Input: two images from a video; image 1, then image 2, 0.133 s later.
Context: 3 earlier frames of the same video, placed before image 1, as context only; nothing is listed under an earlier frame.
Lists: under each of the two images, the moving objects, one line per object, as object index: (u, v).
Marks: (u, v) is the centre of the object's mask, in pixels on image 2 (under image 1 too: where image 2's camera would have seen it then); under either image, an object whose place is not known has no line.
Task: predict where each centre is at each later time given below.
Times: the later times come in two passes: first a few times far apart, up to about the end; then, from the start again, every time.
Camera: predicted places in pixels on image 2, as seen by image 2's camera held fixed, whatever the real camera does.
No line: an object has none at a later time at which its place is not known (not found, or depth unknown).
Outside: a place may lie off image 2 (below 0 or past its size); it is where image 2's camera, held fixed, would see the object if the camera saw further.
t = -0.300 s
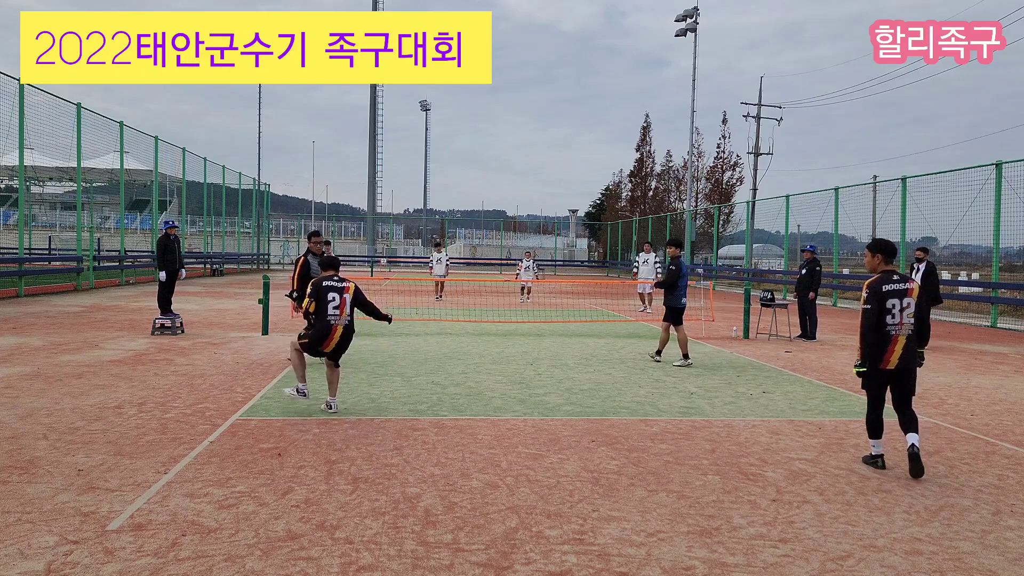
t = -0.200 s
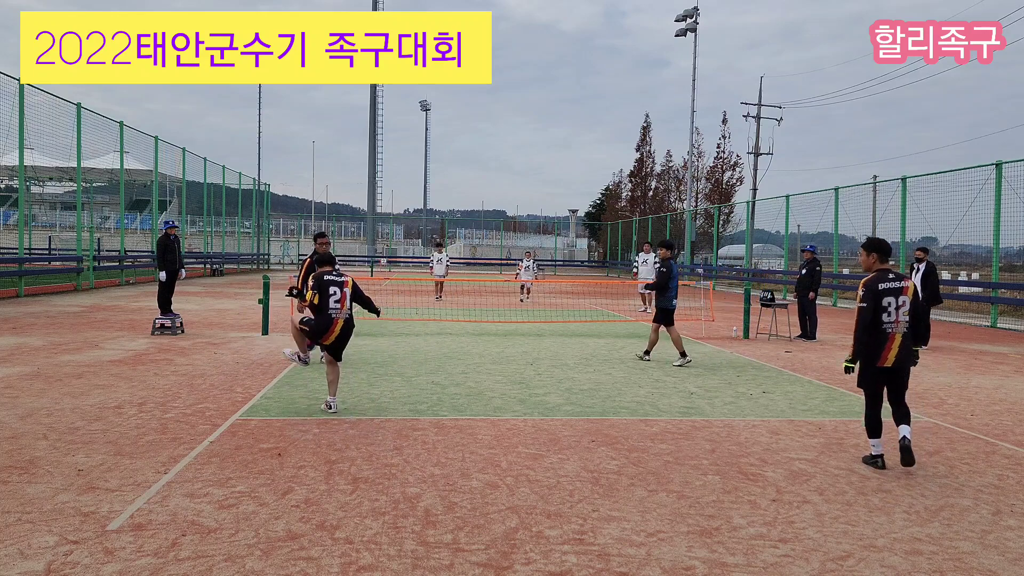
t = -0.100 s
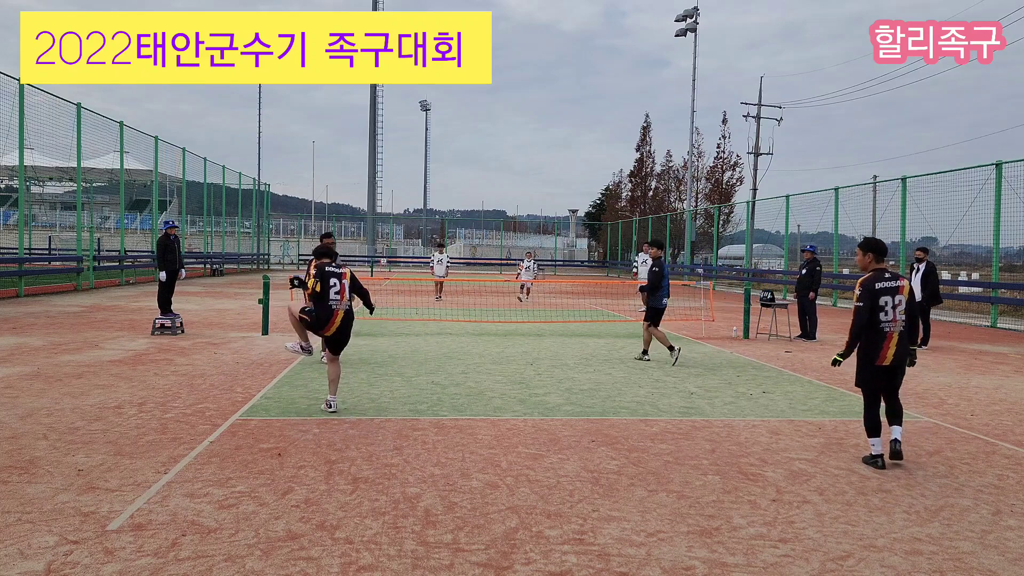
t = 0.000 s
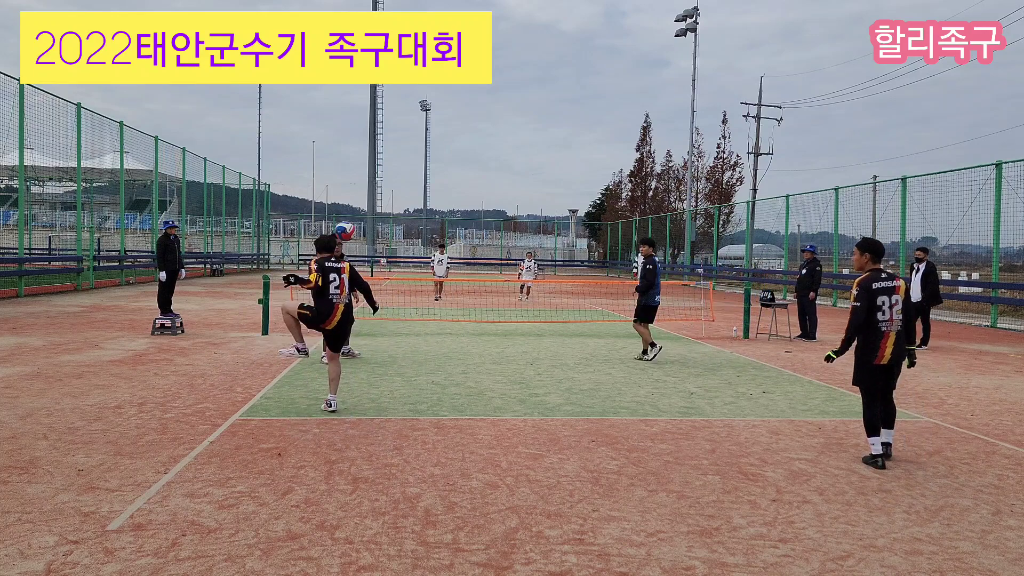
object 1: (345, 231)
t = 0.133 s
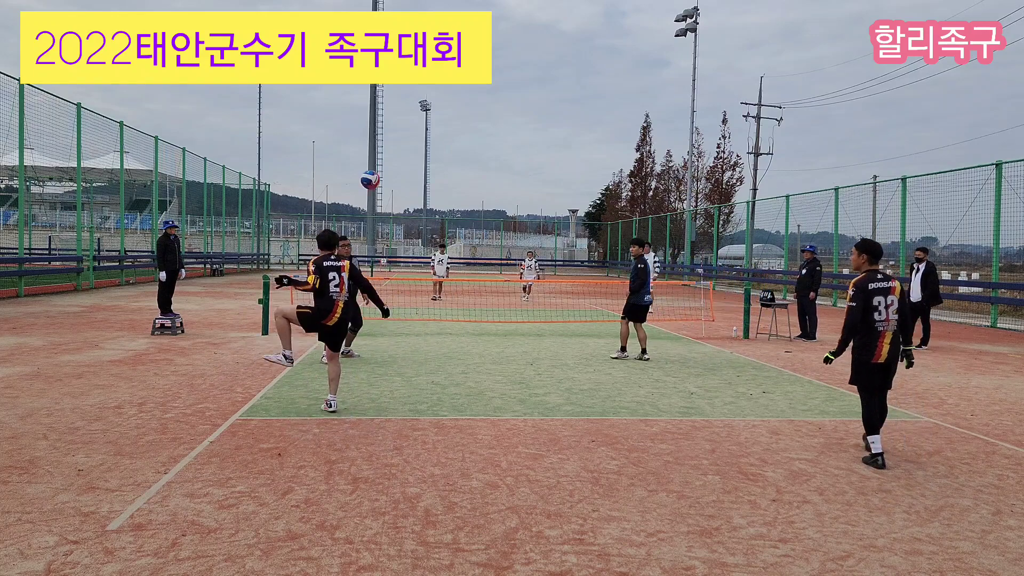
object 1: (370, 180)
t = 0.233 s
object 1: (388, 155)
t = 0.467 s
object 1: (425, 136)
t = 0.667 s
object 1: (452, 157)
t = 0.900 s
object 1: (479, 217)
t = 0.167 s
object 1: (376, 170)
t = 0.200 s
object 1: (382, 162)
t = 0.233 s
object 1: (388, 155)
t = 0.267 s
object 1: (393, 149)
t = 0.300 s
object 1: (399, 145)
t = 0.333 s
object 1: (404, 141)
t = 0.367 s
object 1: (410, 138)
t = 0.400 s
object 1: (415, 137)
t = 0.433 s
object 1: (420, 136)
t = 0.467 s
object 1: (425, 136)
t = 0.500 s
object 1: (430, 137)
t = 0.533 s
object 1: (434, 140)
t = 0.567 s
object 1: (439, 143)
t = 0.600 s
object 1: (443, 147)
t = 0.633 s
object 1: (448, 152)
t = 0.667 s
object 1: (452, 157)
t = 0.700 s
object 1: (456, 164)
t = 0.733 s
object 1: (460, 171)
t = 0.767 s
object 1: (464, 179)
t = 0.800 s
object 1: (468, 187)
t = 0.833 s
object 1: (472, 197)
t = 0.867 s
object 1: (476, 206)
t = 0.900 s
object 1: (479, 217)
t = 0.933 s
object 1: (483, 228)
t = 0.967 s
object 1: (487, 240)
